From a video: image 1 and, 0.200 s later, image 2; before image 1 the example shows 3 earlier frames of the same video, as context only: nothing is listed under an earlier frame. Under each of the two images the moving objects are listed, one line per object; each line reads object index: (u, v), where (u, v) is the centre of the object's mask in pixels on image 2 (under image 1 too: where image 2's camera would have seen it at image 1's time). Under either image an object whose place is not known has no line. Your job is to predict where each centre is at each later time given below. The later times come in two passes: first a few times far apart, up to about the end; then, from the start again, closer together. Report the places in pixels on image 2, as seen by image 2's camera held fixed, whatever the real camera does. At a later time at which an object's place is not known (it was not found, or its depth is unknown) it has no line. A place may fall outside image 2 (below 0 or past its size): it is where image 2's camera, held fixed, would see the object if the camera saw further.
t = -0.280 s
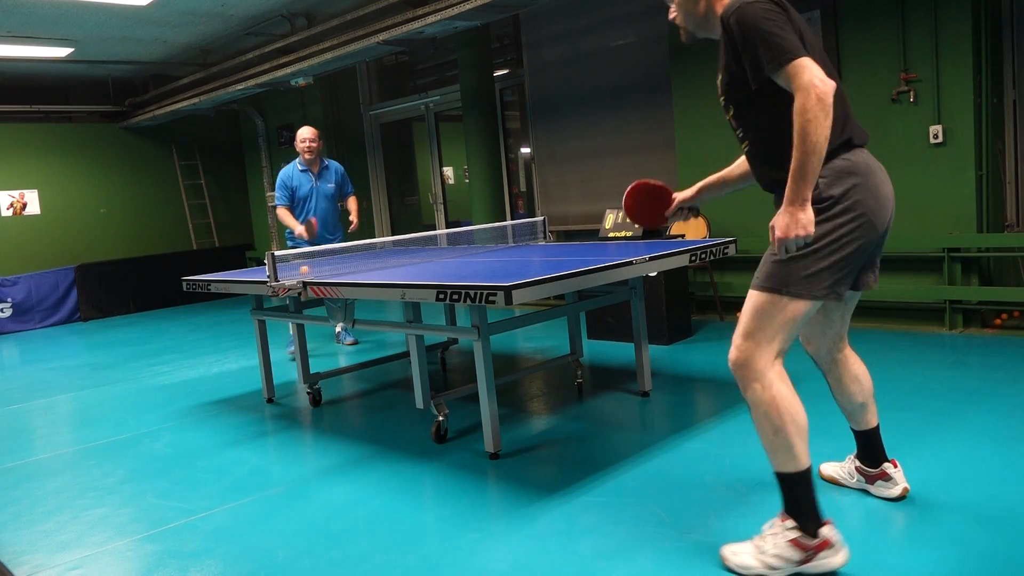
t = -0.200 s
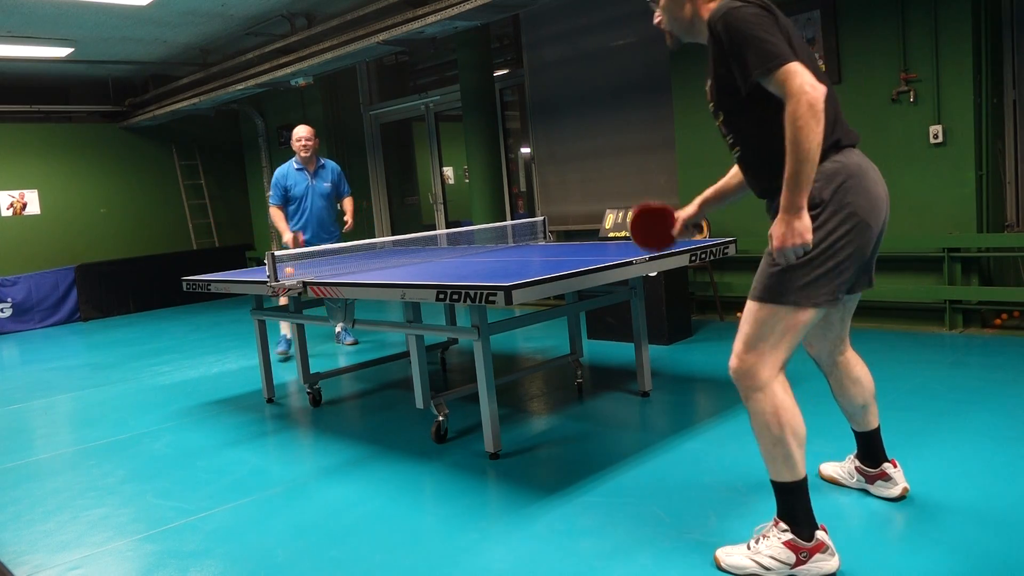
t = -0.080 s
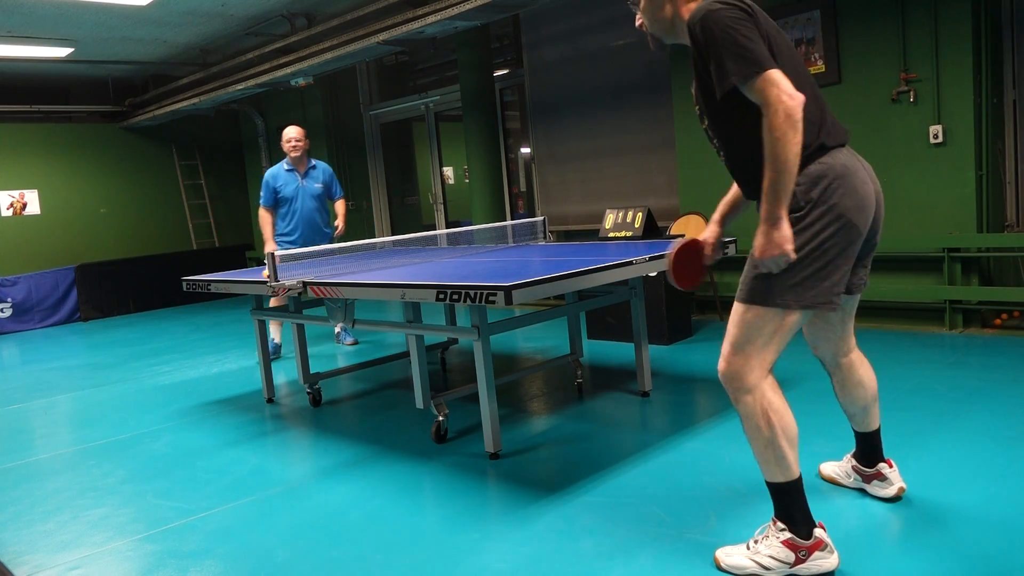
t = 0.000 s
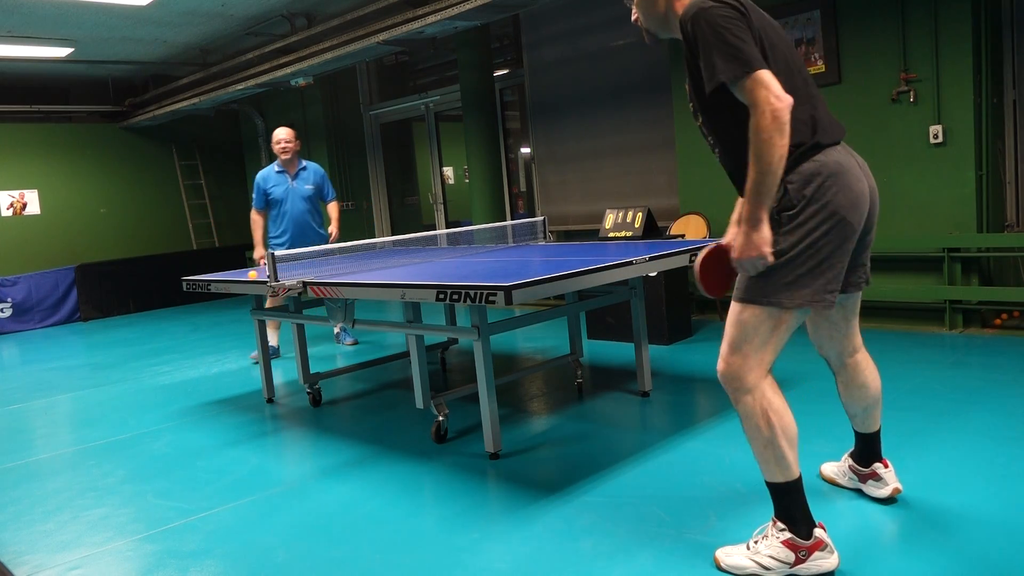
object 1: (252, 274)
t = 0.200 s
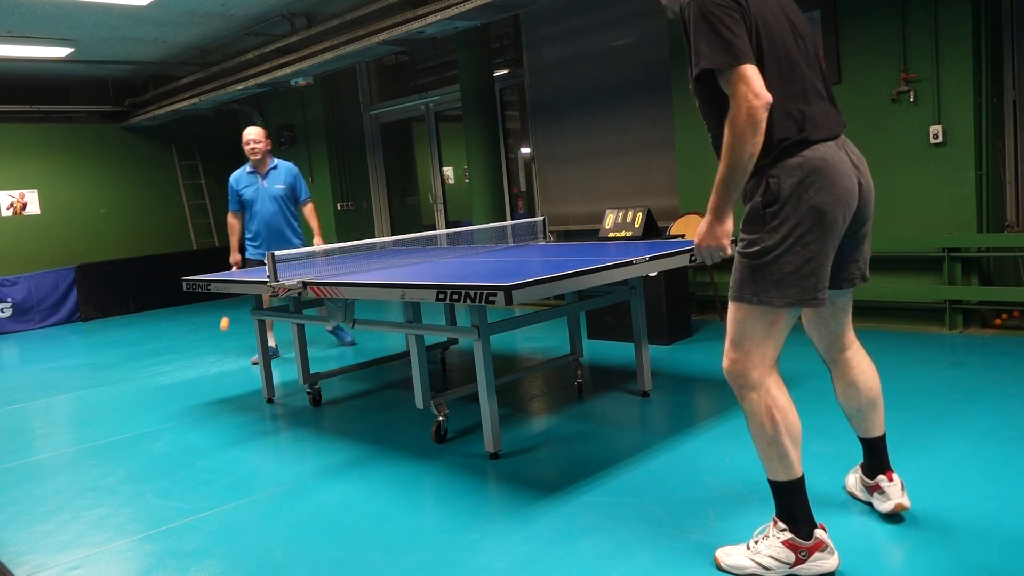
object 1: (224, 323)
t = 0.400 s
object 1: (207, 409)
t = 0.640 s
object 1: (162, 332)
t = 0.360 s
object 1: (213, 411)
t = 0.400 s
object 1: (207, 409)
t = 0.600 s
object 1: (169, 337)
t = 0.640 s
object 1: (162, 332)
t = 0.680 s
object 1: (156, 330)
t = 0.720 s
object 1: (151, 330)
